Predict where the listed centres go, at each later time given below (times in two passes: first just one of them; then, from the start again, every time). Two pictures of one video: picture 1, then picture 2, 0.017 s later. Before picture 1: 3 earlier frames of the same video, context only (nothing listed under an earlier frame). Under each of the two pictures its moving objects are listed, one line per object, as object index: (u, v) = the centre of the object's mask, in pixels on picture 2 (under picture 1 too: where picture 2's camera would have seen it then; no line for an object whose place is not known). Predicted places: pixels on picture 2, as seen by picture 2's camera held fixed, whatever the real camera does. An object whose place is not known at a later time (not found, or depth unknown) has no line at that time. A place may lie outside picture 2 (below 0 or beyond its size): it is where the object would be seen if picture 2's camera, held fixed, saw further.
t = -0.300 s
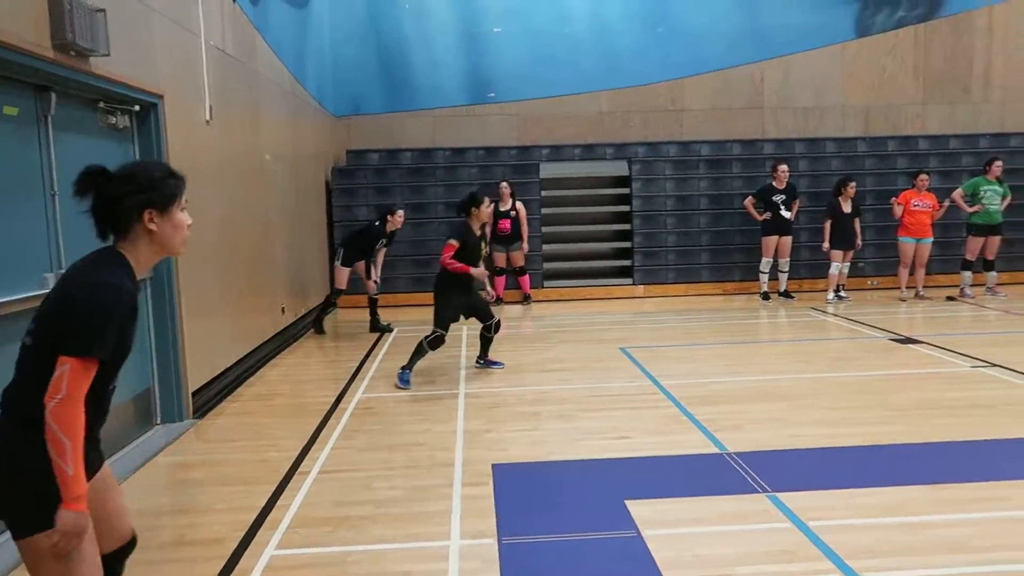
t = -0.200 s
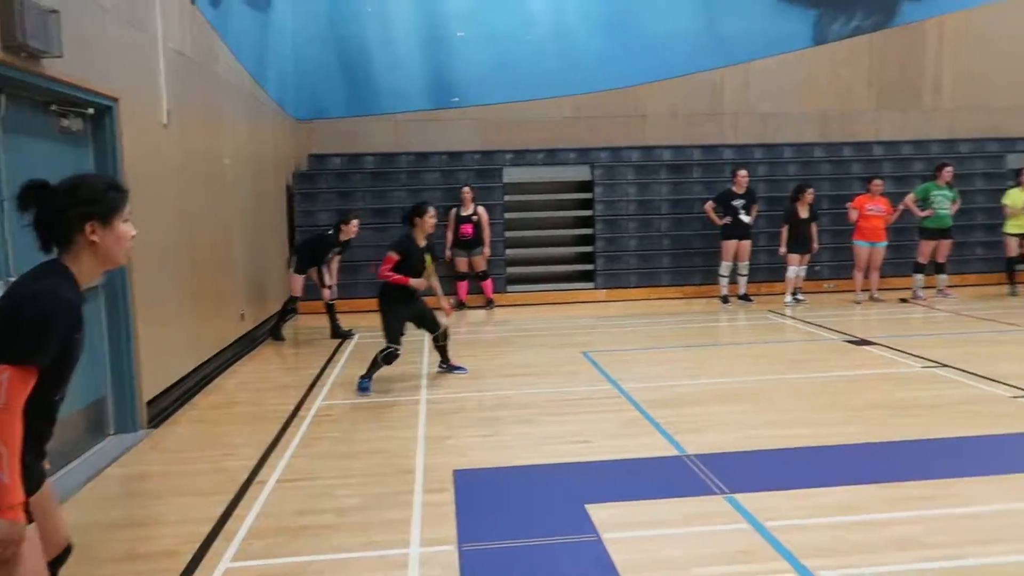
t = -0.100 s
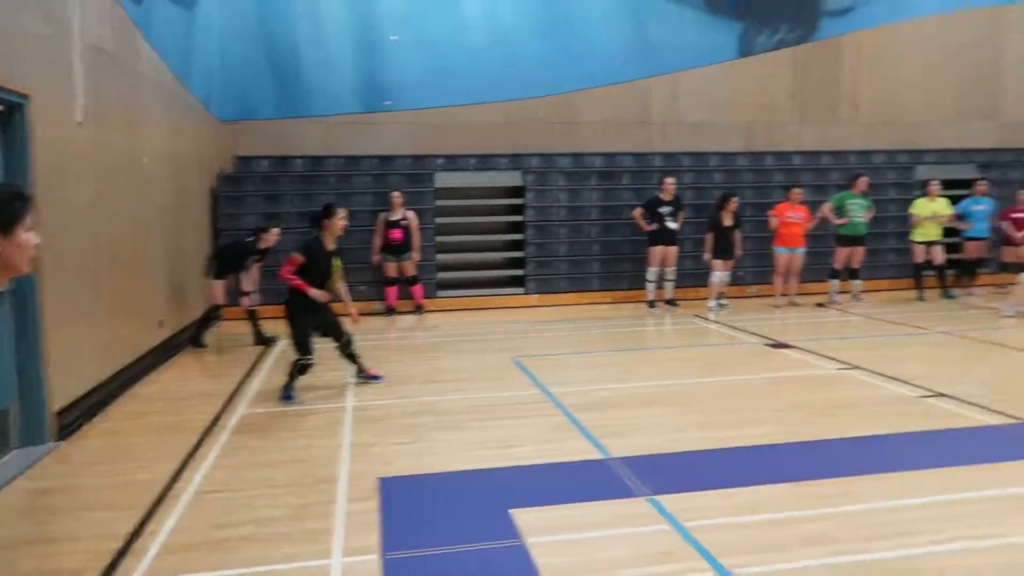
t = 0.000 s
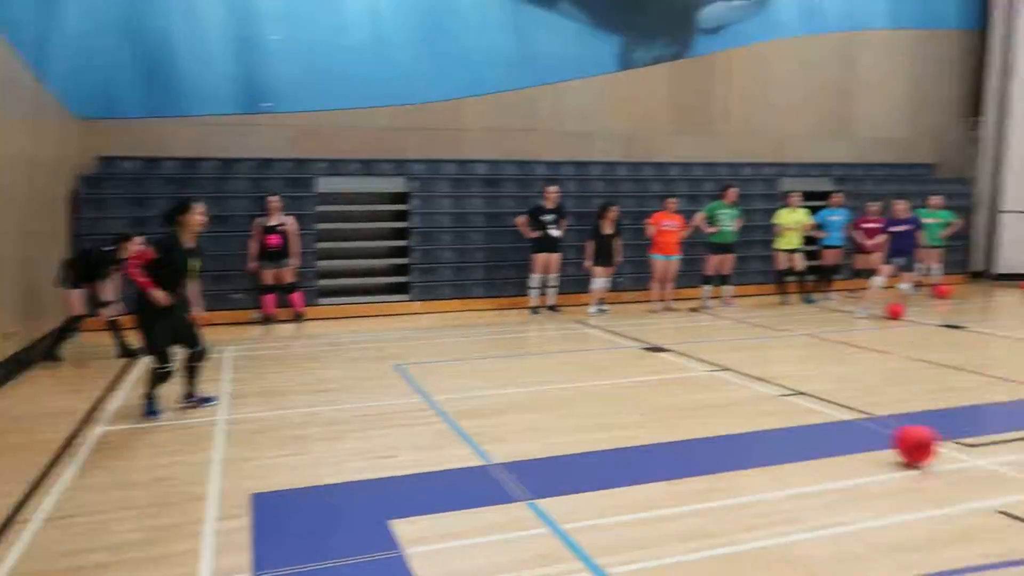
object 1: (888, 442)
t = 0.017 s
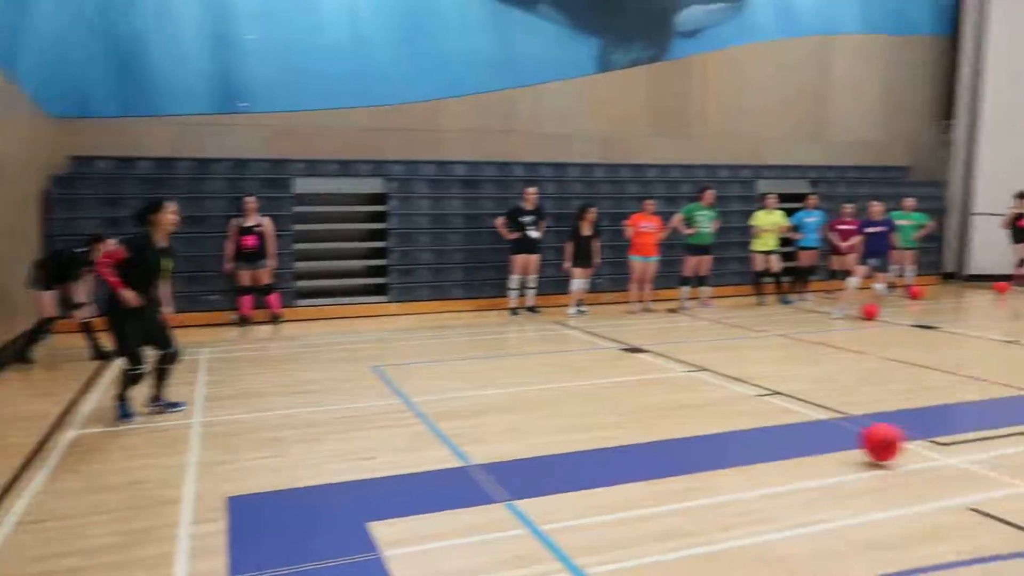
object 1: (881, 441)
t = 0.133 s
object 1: (824, 450)
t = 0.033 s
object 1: (874, 441)
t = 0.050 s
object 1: (866, 442)
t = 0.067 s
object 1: (857, 443)
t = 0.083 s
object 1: (849, 444)
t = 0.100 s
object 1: (841, 446)
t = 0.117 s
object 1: (833, 448)
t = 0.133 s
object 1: (824, 450)
